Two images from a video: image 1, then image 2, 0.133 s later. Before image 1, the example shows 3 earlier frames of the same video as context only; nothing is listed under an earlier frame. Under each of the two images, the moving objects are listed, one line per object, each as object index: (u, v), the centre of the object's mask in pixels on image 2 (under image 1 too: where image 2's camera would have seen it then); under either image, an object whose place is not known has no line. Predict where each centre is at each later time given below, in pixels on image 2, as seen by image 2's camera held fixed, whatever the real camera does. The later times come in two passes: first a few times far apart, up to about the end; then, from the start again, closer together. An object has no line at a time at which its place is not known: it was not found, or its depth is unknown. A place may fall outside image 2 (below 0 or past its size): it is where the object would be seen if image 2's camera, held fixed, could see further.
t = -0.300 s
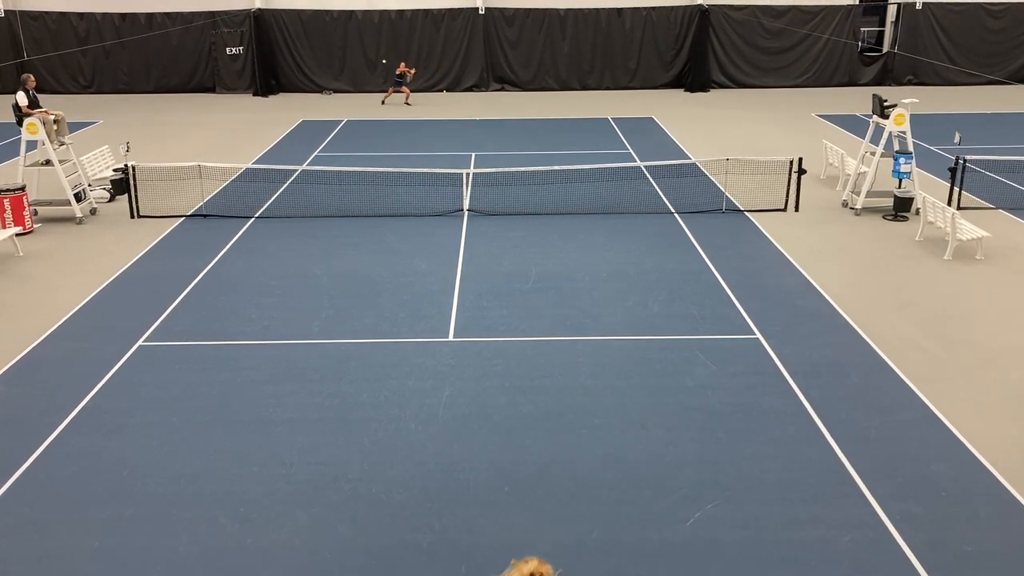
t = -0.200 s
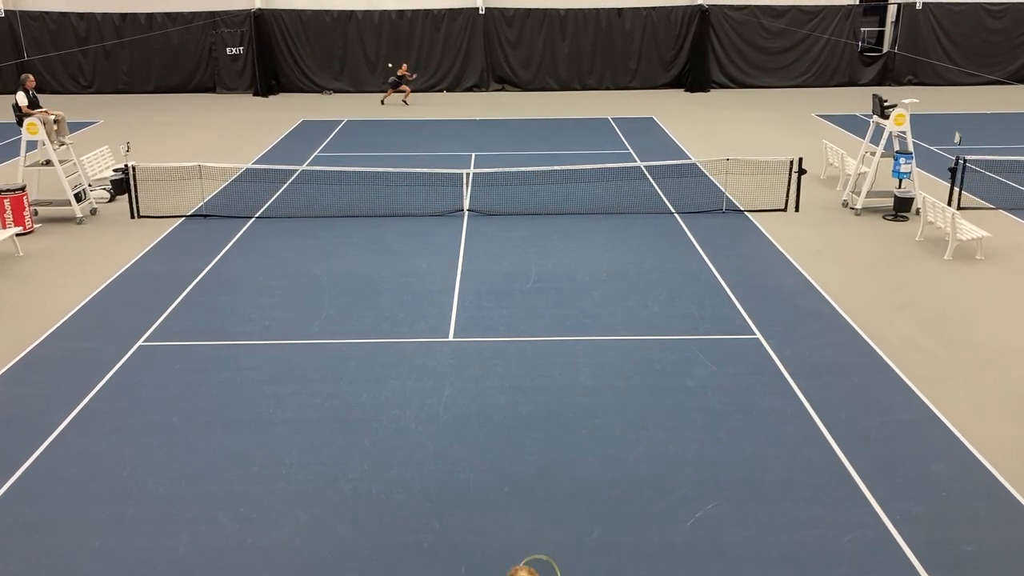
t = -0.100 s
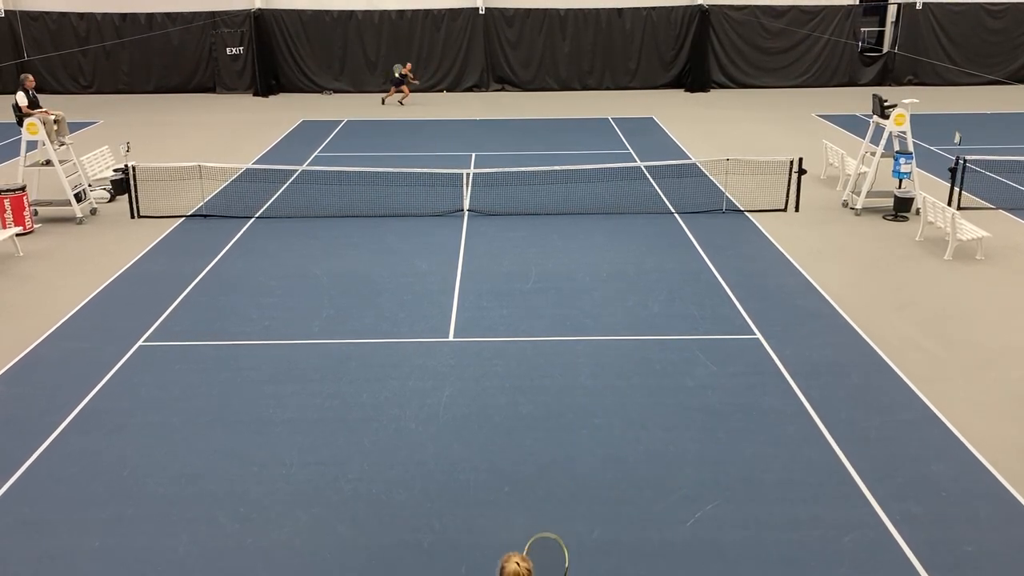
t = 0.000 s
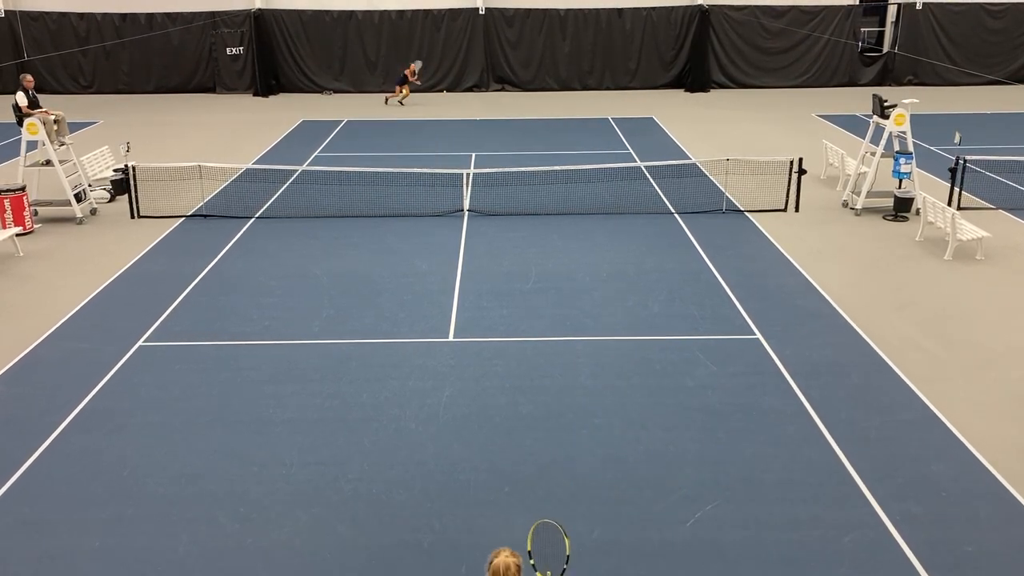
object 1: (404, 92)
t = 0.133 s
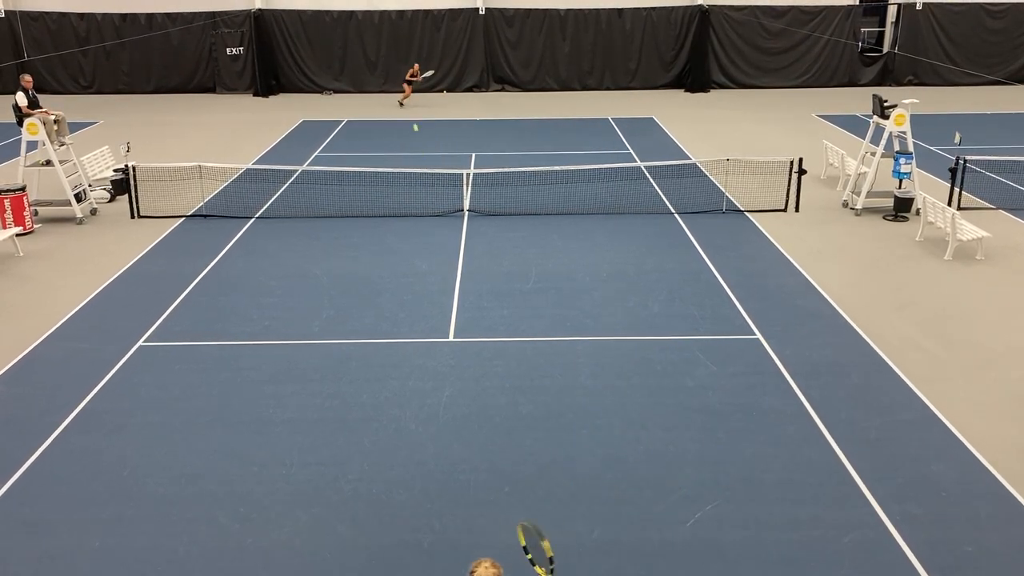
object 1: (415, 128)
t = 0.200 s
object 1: (422, 153)
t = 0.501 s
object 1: (458, 349)
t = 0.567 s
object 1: (468, 347)
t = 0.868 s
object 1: (529, 372)
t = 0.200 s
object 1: (422, 153)
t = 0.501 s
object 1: (458, 349)
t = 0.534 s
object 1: (463, 350)
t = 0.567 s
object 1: (468, 347)
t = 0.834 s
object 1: (520, 363)
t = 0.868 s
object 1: (529, 372)
